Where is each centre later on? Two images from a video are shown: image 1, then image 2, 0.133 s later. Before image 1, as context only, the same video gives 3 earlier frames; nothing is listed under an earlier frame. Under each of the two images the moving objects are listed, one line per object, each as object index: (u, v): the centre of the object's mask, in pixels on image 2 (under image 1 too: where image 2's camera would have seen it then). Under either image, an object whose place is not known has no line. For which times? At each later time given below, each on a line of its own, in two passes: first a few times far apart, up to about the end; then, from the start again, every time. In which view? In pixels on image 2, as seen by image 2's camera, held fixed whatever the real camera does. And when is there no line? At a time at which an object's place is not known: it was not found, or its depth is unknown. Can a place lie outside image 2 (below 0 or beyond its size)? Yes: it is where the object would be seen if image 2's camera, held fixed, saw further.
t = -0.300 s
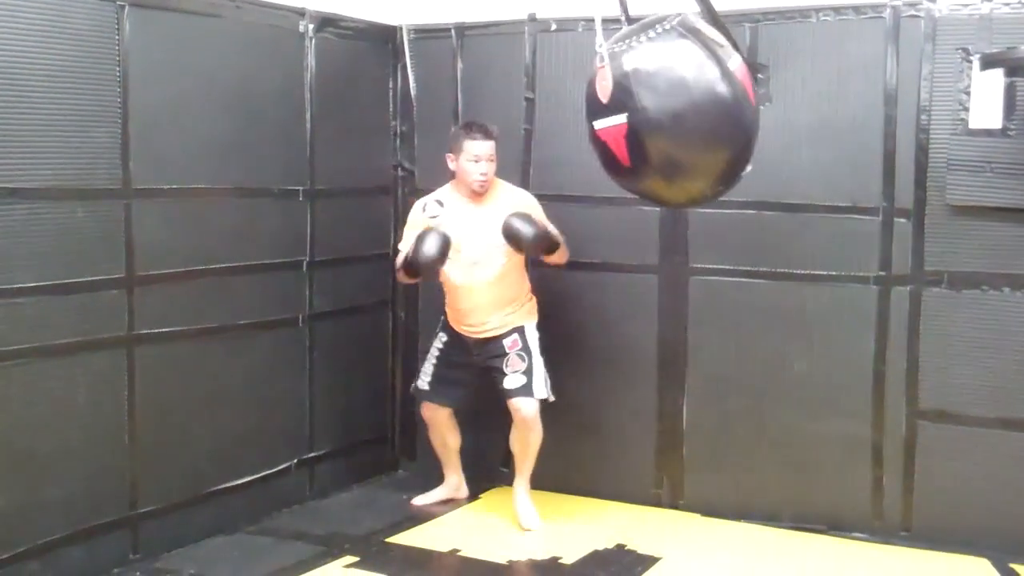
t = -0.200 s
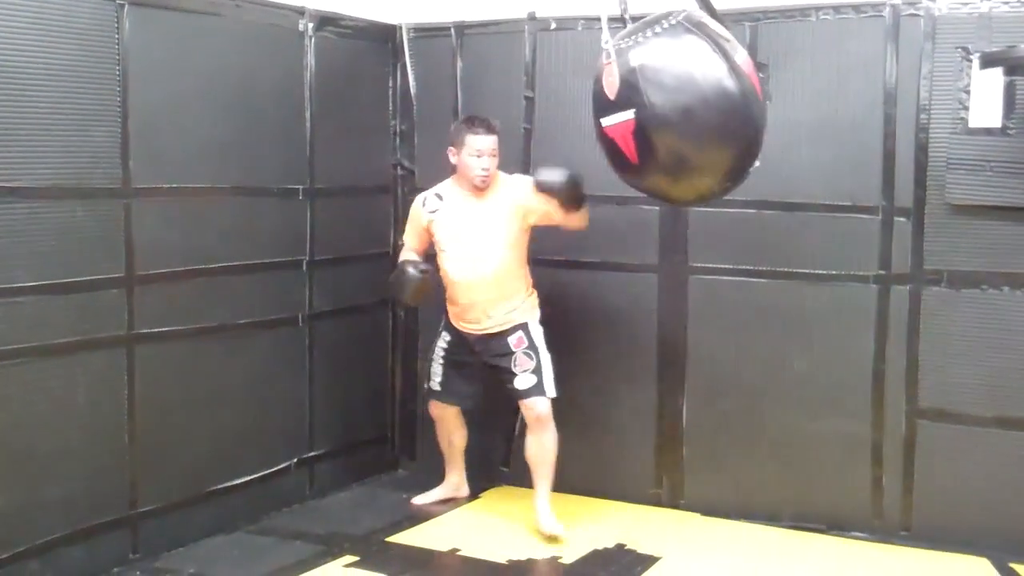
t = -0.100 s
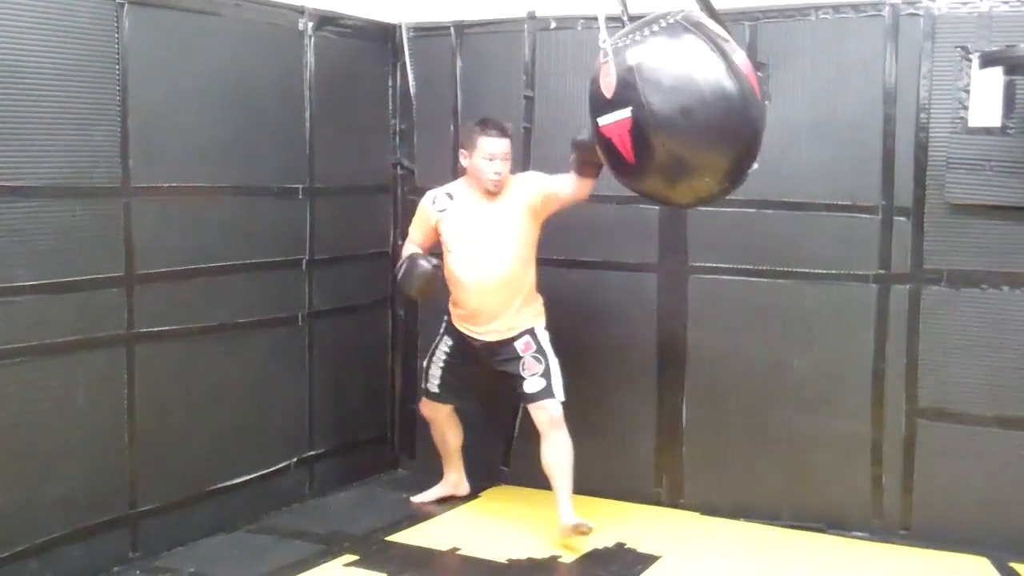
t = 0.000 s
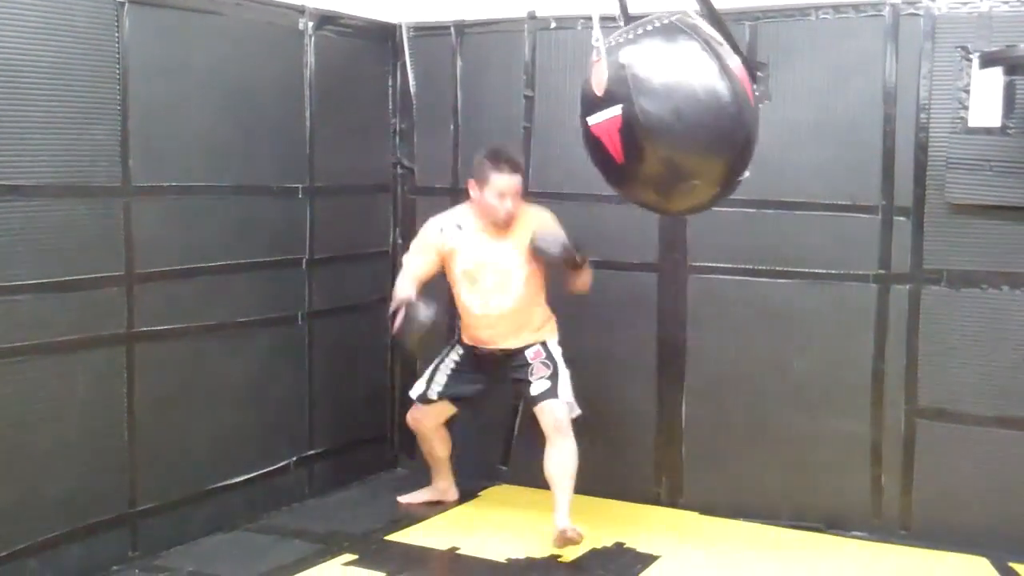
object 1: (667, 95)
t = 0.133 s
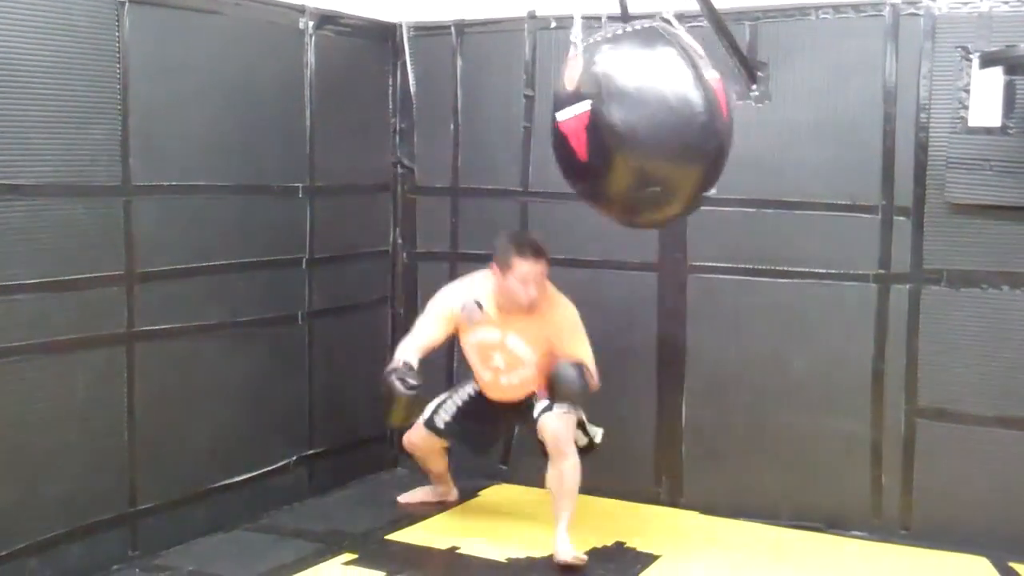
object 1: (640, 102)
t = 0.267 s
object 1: (596, 105)
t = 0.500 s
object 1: (508, 97)
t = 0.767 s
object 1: (450, 83)
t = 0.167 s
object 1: (630, 103)
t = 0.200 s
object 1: (620, 103)
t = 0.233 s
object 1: (608, 104)
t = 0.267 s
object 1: (596, 105)
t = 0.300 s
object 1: (583, 104)
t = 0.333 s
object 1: (570, 104)
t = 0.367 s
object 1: (558, 103)
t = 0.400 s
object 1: (544, 103)
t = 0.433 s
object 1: (531, 102)
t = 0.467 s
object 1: (519, 100)
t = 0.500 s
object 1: (508, 97)
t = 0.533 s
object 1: (498, 94)
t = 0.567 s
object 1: (488, 91)
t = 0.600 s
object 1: (478, 89)
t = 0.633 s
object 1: (470, 86)
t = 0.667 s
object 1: (464, 83)
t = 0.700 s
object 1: (456, 83)
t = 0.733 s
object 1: (454, 81)
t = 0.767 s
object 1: (450, 83)
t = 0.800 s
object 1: (447, 83)
